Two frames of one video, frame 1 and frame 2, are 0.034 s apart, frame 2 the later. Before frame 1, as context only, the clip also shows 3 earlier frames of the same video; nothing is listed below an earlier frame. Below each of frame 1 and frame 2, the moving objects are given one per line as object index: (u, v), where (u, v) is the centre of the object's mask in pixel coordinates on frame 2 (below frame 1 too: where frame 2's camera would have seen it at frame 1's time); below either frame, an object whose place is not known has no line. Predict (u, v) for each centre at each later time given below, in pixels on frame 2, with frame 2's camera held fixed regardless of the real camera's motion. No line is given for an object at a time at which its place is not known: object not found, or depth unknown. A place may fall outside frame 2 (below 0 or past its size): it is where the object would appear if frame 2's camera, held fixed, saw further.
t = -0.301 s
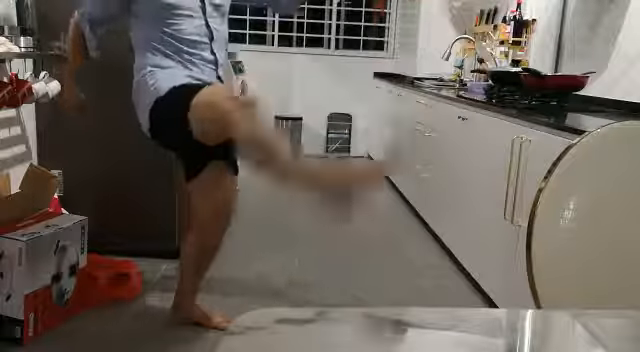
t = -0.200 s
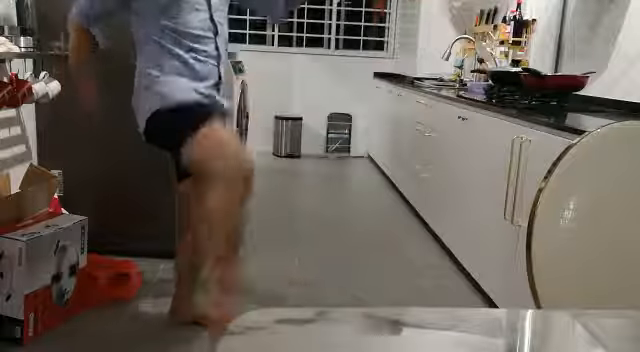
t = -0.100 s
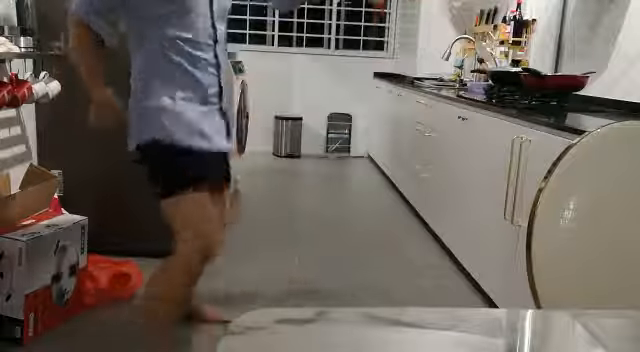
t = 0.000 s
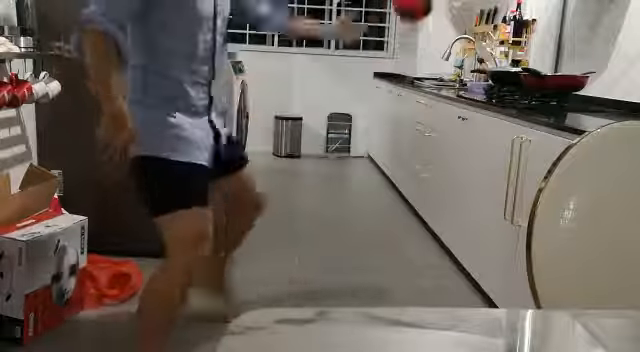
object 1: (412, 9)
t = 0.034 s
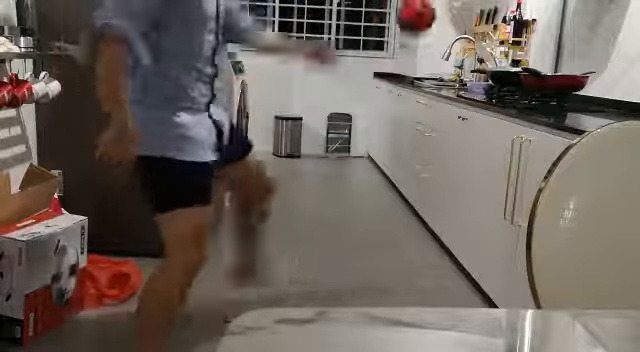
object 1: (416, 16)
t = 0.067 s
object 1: (418, 32)
